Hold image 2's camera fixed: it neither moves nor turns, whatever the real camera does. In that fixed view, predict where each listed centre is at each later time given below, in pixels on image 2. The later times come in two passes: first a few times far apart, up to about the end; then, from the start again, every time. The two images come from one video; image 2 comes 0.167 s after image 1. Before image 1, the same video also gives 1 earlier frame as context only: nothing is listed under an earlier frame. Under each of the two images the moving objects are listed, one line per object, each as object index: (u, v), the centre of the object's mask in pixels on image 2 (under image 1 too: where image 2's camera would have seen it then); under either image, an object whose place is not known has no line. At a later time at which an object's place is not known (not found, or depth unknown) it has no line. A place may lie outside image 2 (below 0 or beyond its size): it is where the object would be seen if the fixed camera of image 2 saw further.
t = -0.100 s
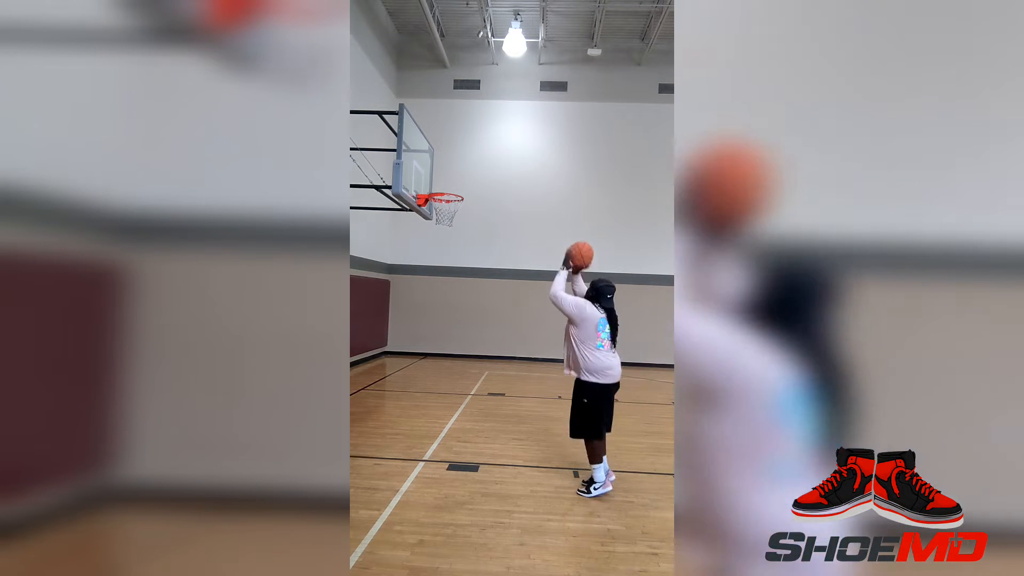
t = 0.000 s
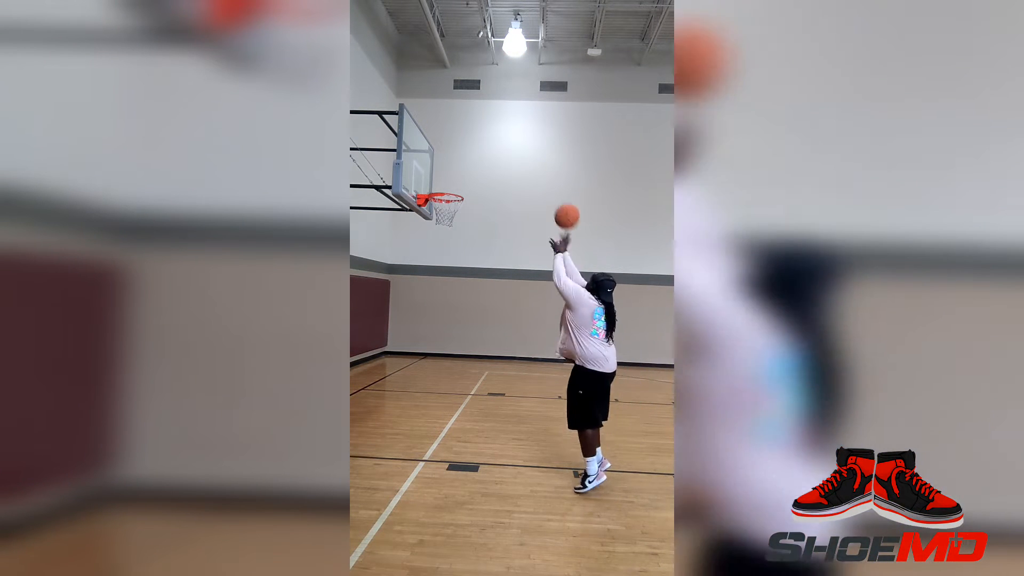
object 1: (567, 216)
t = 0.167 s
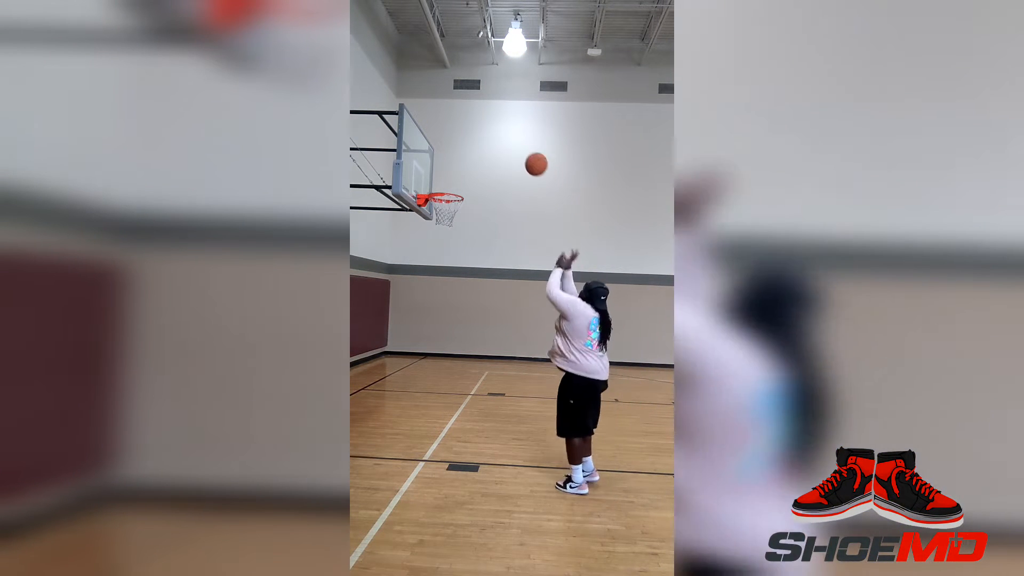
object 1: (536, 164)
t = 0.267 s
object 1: (520, 149)
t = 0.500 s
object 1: (487, 148)
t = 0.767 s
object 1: (456, 193)
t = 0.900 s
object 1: (439, 214)
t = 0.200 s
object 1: (531, 158)
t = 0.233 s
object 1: (525, 153)
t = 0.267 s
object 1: (520, 149)
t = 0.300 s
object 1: (515, 146)
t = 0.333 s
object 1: (510, 144)
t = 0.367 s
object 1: (505, 143)
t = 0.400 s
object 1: (500, 143)
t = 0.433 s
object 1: (496, 144)
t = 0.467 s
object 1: (492, 145)
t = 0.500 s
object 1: (487, 148)
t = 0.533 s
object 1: (483, 151)
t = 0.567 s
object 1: (479, 155)
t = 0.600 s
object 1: (475, 160)
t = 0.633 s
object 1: (471, 165)
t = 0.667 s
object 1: (467, 171)
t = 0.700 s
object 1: (463, 178)
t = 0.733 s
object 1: (459, 185)
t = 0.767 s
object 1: (456, 193)
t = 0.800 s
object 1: (452, 200)
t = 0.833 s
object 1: (448, 206)
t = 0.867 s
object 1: (443, 210)
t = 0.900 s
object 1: (439, 214)
